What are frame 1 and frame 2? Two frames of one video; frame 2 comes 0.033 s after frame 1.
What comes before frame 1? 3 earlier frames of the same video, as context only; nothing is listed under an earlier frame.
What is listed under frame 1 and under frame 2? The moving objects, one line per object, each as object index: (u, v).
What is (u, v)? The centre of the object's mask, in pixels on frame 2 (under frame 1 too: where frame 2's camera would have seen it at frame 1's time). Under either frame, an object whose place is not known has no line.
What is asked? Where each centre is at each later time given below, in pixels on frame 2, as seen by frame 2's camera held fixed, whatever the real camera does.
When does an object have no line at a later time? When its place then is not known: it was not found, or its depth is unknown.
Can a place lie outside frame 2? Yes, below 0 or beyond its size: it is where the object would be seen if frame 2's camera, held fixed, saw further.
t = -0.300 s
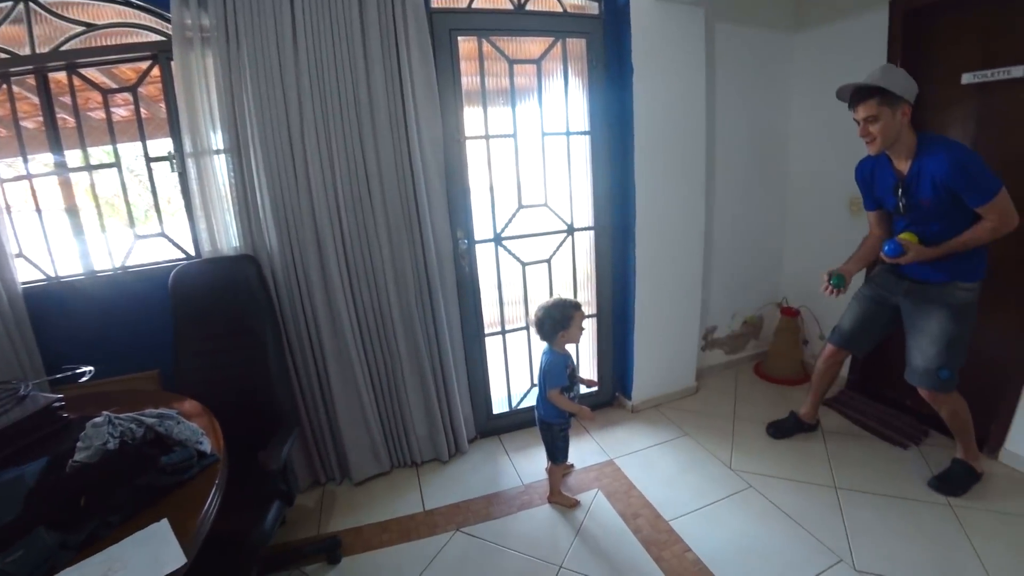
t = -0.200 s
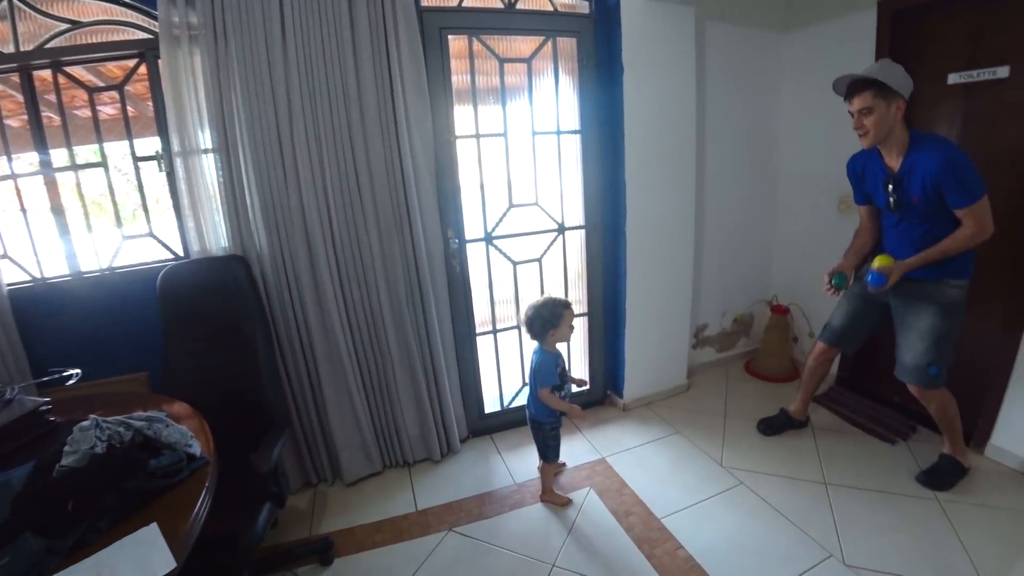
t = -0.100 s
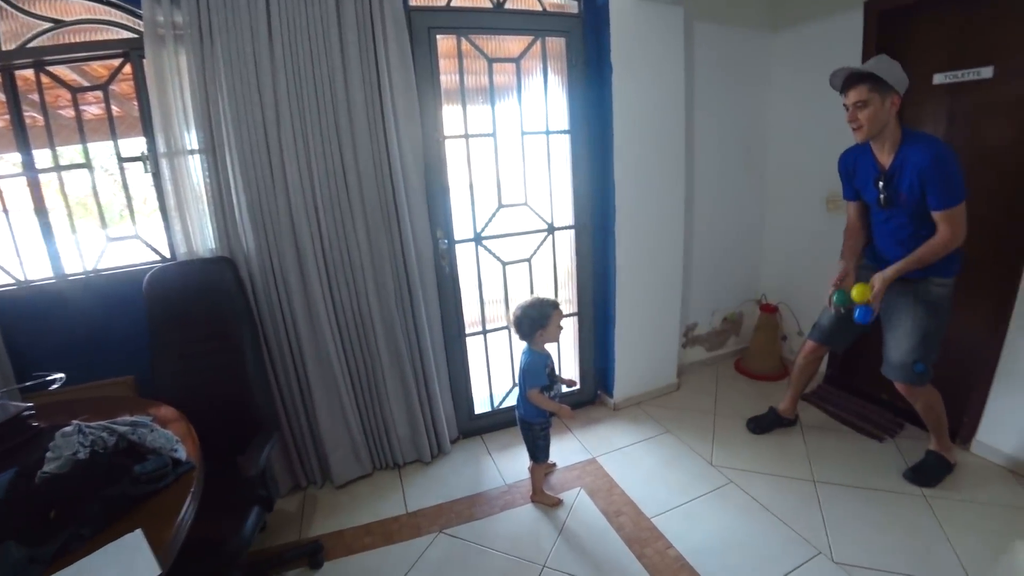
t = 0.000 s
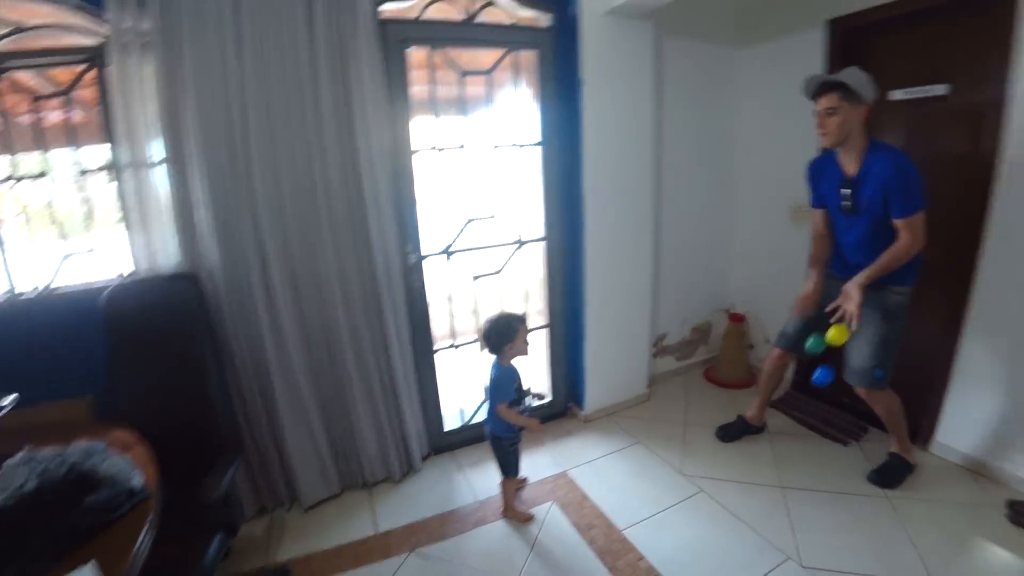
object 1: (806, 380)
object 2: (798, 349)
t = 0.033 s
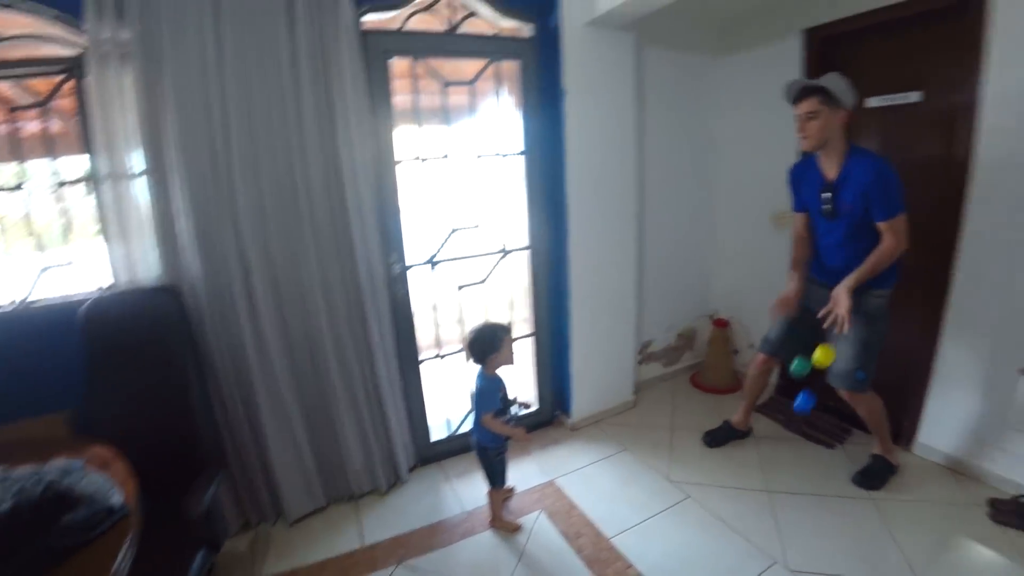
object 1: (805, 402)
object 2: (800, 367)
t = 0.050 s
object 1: (804, 414)
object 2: (801, 378)
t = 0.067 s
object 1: (802, 426)
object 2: (802, 388)
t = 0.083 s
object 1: (802, 439)
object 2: (803, 401)
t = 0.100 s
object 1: (800, 453)
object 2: (804, 412)
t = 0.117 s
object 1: (799, 467)
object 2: (804, 424)
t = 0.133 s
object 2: (804, 436)
